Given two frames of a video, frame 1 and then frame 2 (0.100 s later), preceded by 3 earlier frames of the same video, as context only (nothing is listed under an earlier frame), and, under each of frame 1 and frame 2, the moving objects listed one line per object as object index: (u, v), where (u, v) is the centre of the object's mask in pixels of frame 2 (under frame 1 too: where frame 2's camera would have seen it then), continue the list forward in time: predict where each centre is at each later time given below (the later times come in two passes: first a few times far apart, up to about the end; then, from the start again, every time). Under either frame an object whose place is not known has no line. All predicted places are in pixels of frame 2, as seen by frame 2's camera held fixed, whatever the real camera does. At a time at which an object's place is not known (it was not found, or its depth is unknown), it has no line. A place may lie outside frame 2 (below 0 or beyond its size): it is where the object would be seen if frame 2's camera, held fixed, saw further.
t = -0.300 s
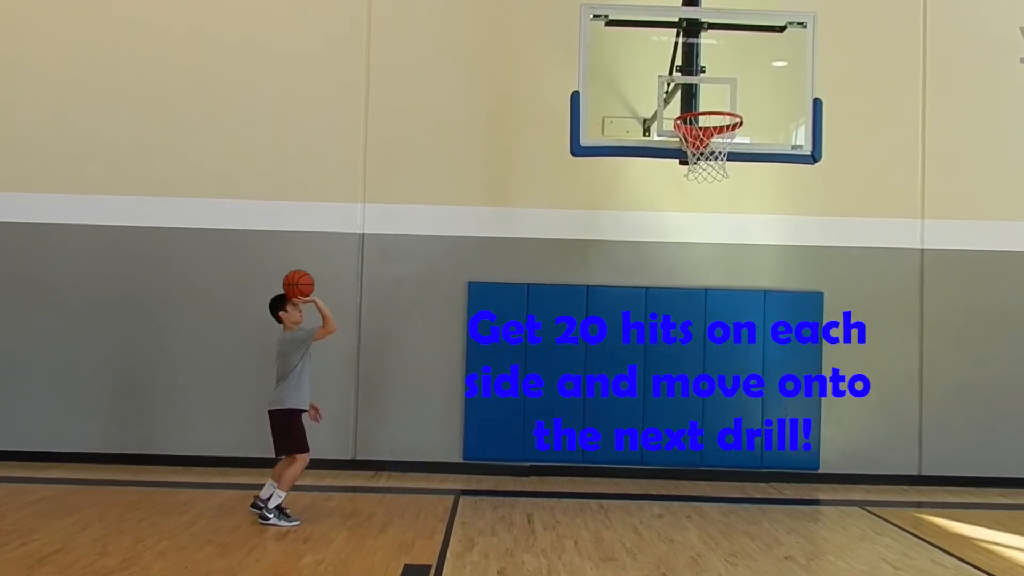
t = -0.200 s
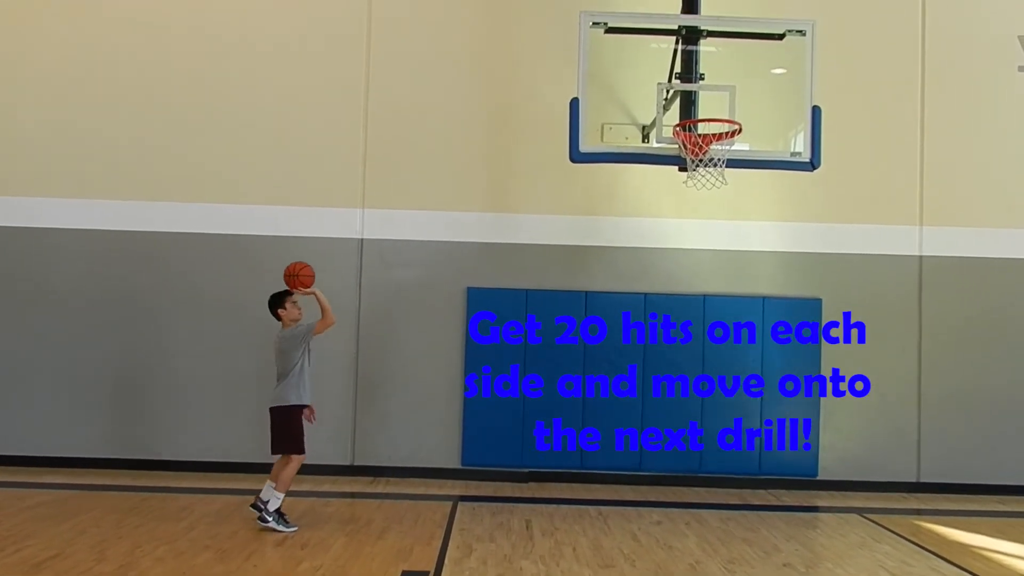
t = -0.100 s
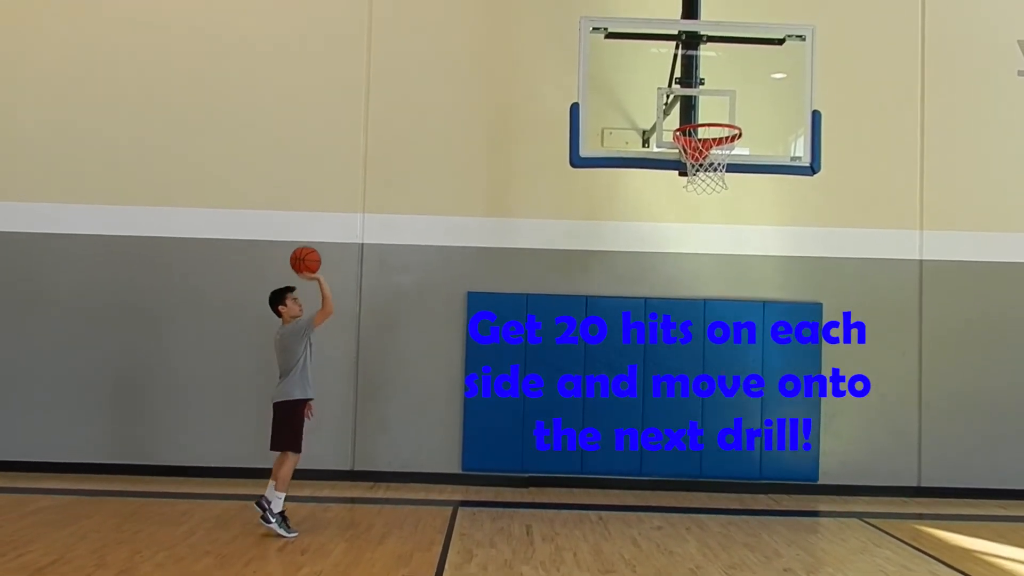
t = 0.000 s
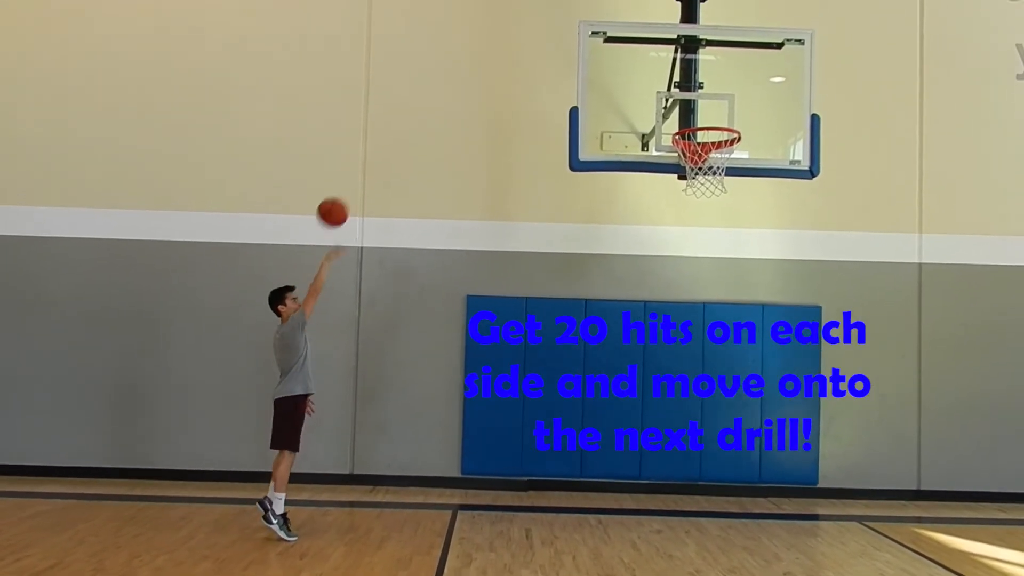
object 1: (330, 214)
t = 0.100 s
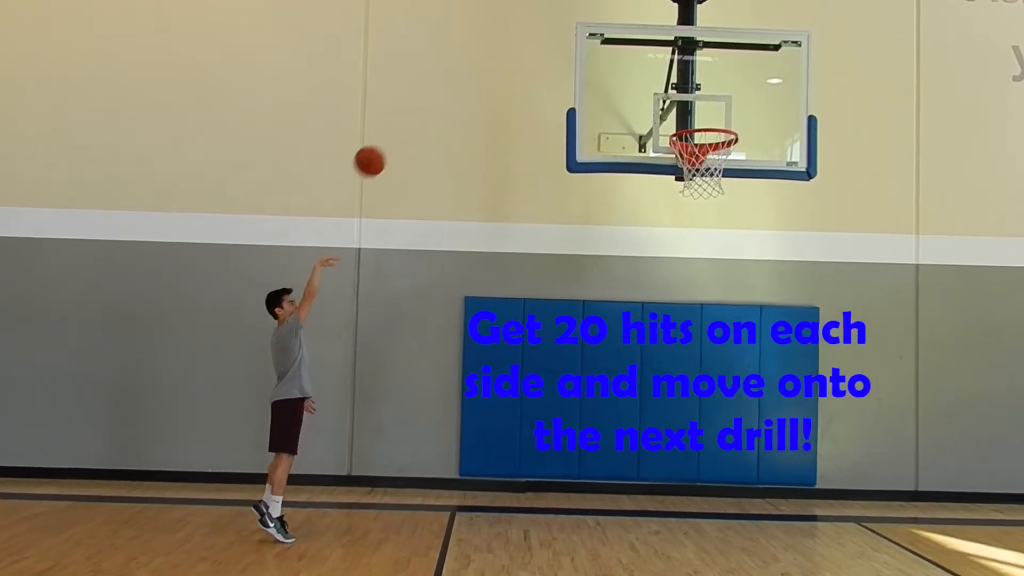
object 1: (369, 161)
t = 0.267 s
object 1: (434, 100)
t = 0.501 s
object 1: (523, 70)
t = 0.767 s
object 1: (512, 115)
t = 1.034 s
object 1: (424, 254)
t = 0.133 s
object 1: (382, 147)
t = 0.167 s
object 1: (395, 133)
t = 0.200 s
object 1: (408, 120)
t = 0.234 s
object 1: (421, 110)
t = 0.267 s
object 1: (434, 100)
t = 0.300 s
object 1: (447, 91)
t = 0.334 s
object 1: (459, 84)
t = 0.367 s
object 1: (472, 78)
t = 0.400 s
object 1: (485, 74)
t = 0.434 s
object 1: (498, 71)
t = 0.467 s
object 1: (510, 70)
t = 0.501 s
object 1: (523, 70)
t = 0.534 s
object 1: (535, 71)
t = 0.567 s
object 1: (548, 74)
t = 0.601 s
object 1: (560, 77)
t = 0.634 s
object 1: (553, 82)
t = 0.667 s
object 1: (543, 88)
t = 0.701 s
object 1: (533, 96)
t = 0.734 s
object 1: (522, 105)
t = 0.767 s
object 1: (512, 115)
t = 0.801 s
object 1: (501, 127)
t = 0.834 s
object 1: (490, 141)
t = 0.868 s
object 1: (479, 156)
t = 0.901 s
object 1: (468, 172)
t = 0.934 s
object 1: (458, 190)
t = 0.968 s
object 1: (446, 209)
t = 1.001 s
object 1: (435, 230)
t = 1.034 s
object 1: (424, 254)
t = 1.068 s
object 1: (413, 278)
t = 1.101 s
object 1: (401, 304)
